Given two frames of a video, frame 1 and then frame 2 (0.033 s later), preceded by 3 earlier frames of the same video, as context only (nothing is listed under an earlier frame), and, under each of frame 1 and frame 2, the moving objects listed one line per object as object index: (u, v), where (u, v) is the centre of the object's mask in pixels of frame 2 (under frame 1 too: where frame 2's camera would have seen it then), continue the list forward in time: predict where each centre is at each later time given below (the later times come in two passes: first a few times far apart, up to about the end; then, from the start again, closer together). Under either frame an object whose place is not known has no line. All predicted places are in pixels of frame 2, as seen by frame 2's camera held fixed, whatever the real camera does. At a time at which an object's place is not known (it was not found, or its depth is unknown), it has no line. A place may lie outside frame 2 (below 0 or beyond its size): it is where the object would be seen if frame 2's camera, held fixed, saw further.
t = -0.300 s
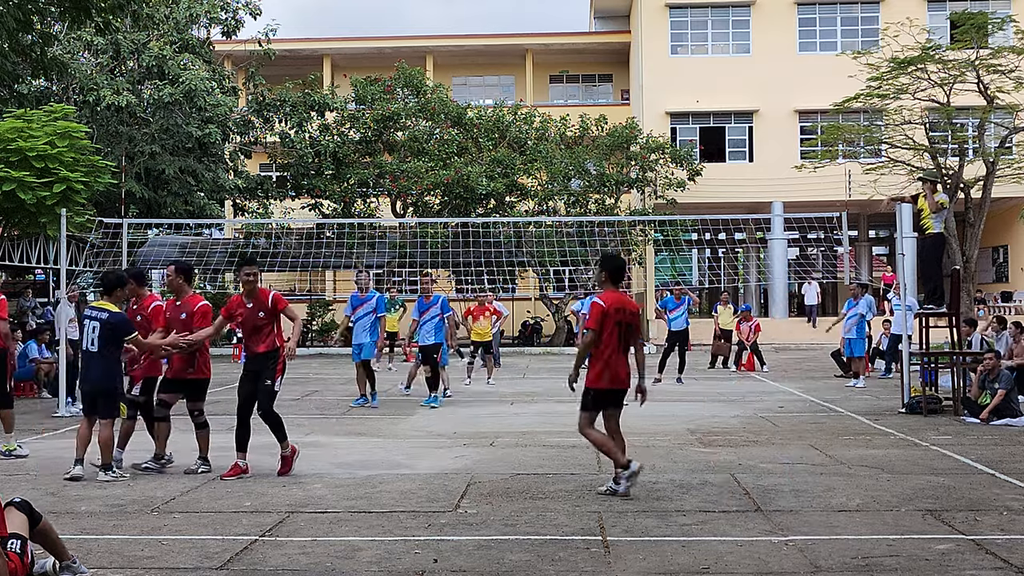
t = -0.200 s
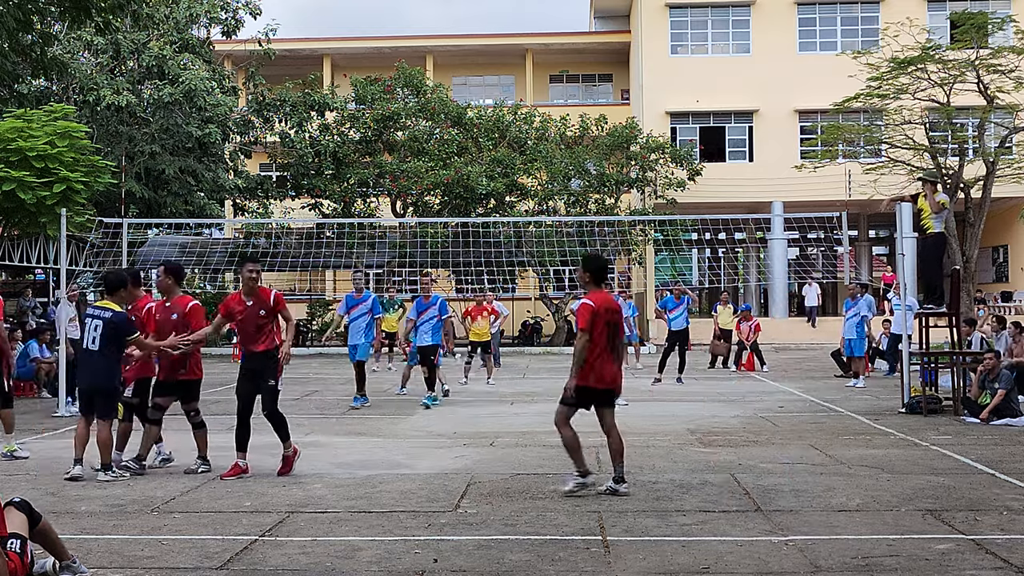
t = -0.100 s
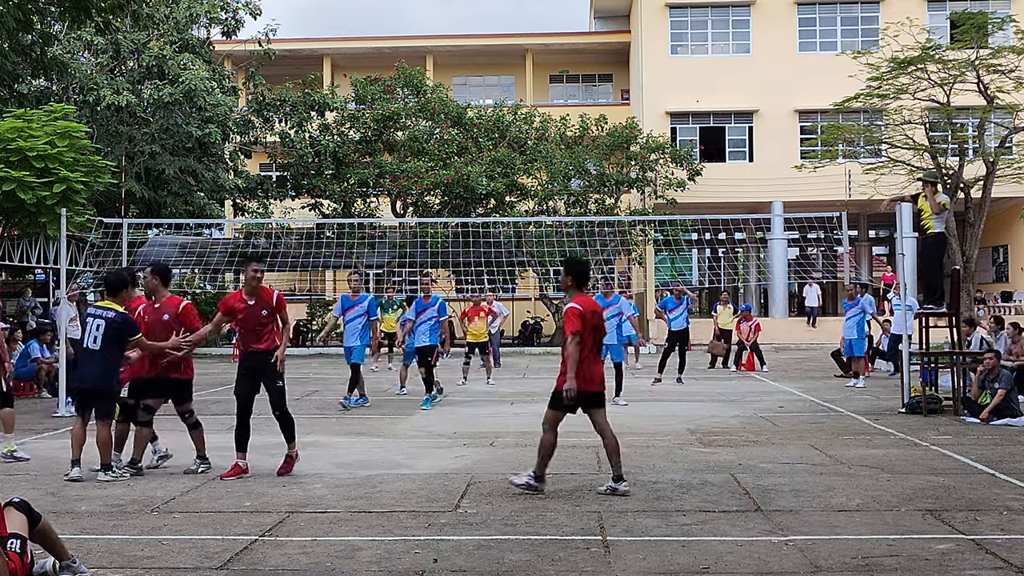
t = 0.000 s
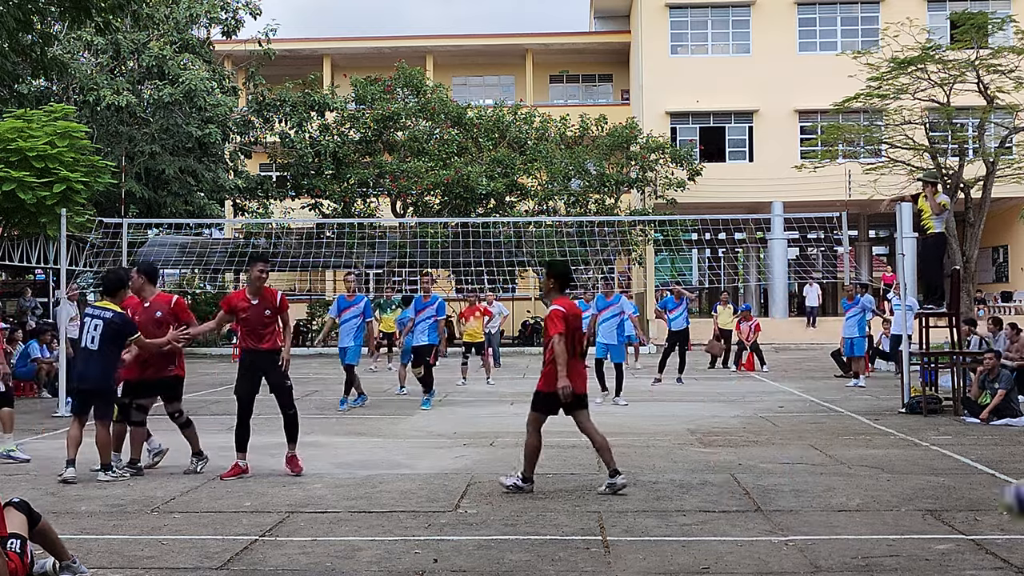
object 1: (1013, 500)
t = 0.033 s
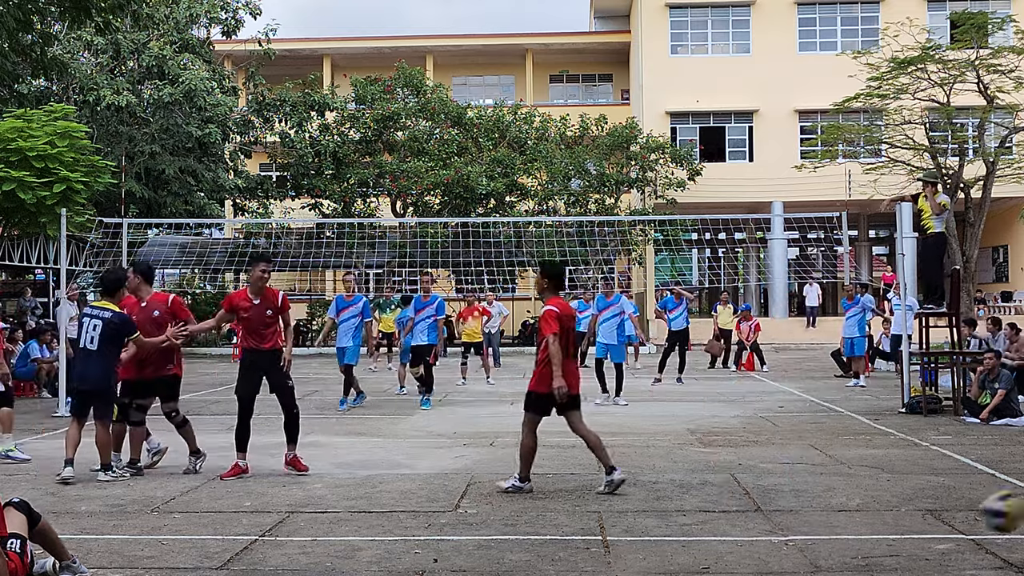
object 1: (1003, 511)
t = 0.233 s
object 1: (868, 490)
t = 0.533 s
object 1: (696, 484)
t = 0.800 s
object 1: (573, 466)
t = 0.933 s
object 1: (517, 459)
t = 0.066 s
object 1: (980, 526)
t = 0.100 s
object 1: (955, 543)
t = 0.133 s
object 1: (933, 528)
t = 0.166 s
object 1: (912, 513)
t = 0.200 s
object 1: (888, 501)
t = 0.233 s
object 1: (868, 490)
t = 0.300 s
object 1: (826, 473)
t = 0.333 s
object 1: (808, 470)
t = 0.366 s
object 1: (787, 467)
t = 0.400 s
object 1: (768, 467)
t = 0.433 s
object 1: (750, 468)
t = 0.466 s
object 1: (732, 470)
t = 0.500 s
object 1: (713, 477)
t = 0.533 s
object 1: (696, 484)
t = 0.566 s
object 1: (680, 491)
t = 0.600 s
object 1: (662, 502)
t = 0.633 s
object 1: (646, 513)
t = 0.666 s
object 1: (631, 499)
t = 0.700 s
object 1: (615, 488)
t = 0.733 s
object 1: (601, 478)
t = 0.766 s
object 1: (586, 471)
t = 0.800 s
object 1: (573, 466)
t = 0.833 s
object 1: (559, 461)
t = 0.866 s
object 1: (544, 460)
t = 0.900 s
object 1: (529, 460)
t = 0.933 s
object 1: (517, 459)
